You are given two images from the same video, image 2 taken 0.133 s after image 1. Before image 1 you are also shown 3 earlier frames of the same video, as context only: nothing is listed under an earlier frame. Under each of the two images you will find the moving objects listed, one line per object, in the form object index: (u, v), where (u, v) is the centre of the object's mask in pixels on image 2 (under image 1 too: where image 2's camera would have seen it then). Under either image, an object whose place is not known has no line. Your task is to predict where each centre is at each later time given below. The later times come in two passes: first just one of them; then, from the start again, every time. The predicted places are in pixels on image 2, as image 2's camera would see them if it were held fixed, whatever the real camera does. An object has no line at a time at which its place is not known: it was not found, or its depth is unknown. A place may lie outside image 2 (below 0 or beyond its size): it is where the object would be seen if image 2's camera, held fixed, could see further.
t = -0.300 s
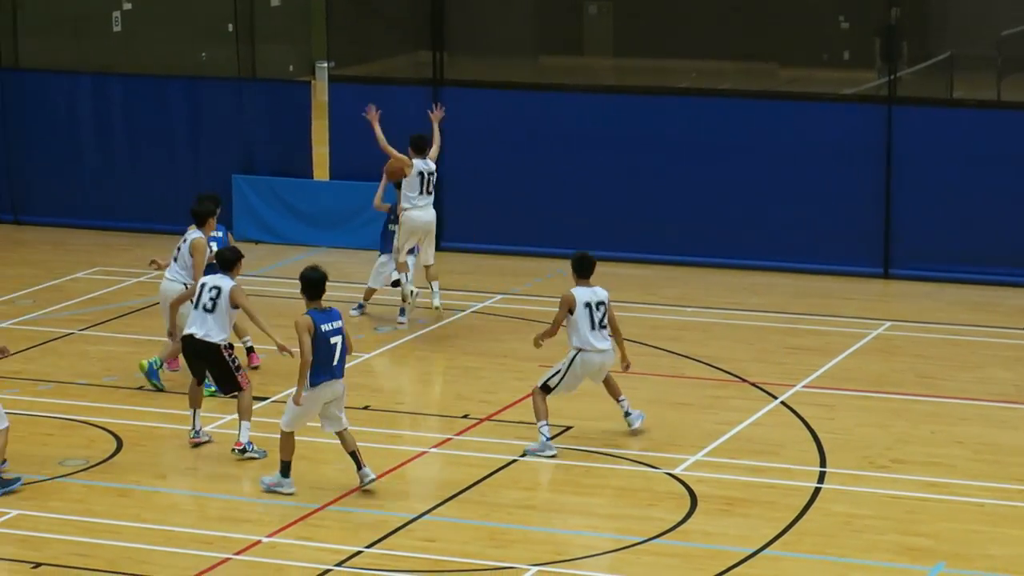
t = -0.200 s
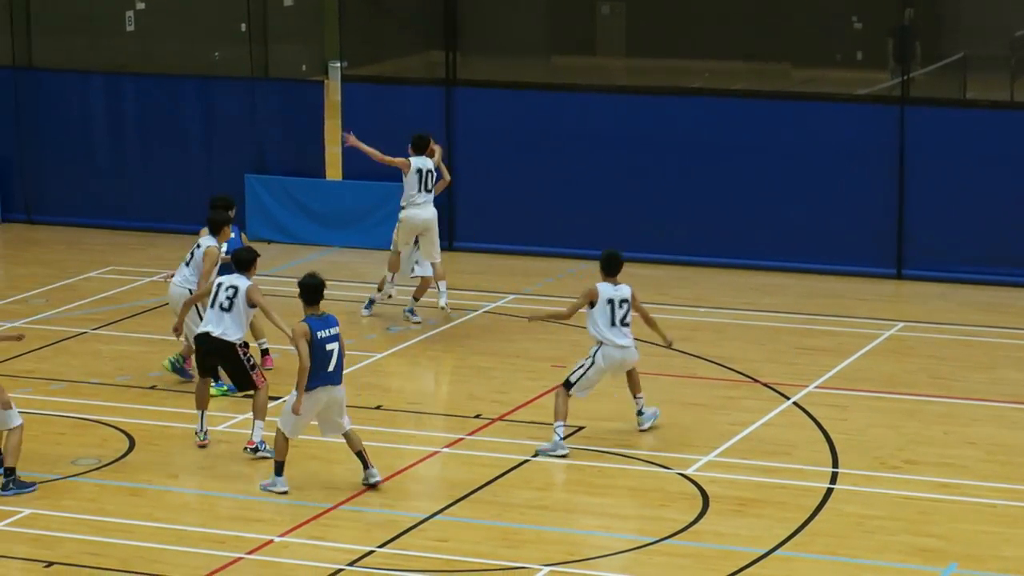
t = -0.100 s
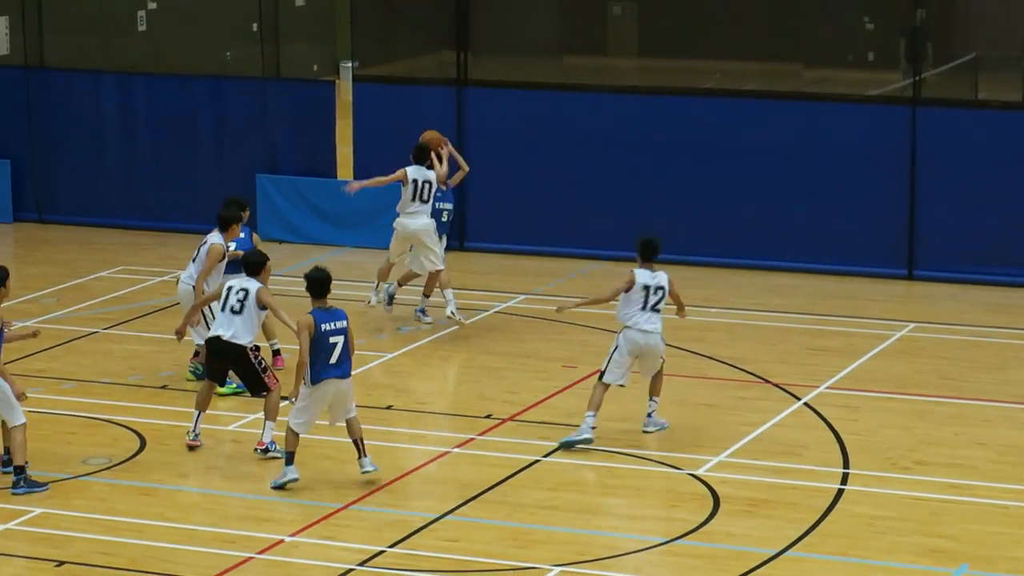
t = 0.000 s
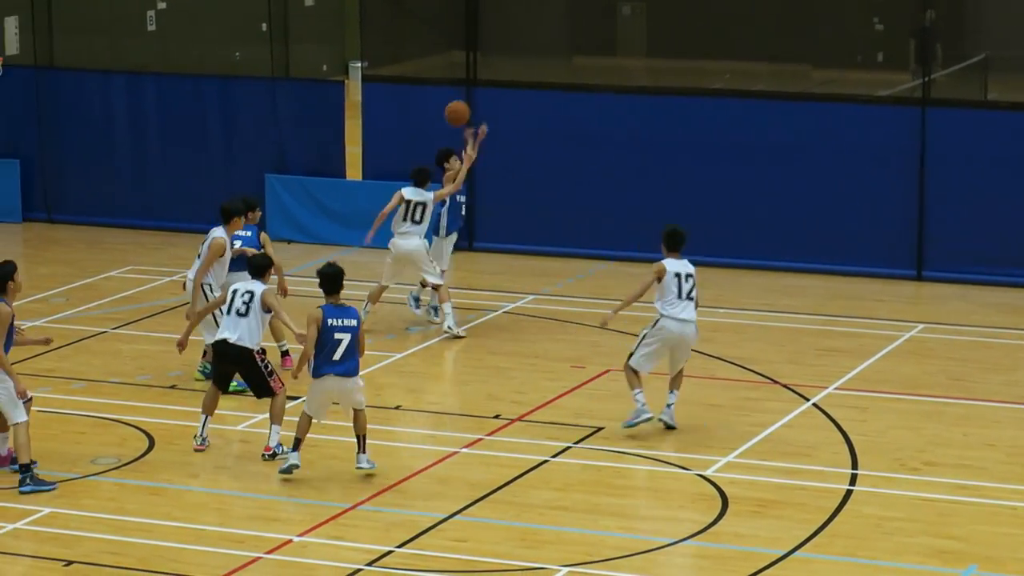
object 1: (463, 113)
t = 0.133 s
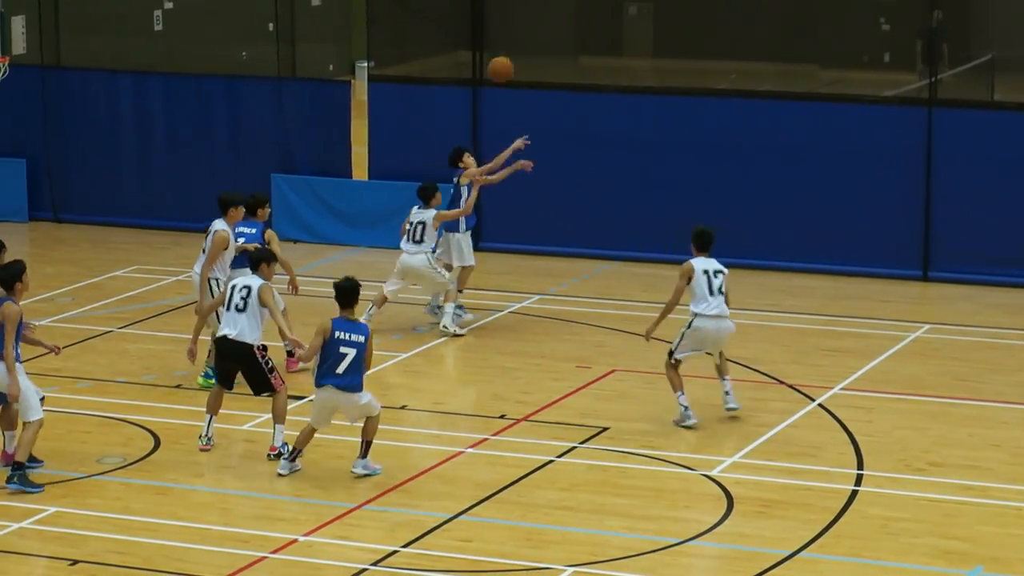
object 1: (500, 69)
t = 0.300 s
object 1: (548, 39)
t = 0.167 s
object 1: (510, 61)
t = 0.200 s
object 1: (519, 53)
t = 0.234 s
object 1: (529, 46)
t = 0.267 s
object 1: (539, 42)
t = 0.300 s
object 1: (548, 39)
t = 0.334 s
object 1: (557, 36)
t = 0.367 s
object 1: (566, 34)
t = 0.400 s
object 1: (575, 34)
